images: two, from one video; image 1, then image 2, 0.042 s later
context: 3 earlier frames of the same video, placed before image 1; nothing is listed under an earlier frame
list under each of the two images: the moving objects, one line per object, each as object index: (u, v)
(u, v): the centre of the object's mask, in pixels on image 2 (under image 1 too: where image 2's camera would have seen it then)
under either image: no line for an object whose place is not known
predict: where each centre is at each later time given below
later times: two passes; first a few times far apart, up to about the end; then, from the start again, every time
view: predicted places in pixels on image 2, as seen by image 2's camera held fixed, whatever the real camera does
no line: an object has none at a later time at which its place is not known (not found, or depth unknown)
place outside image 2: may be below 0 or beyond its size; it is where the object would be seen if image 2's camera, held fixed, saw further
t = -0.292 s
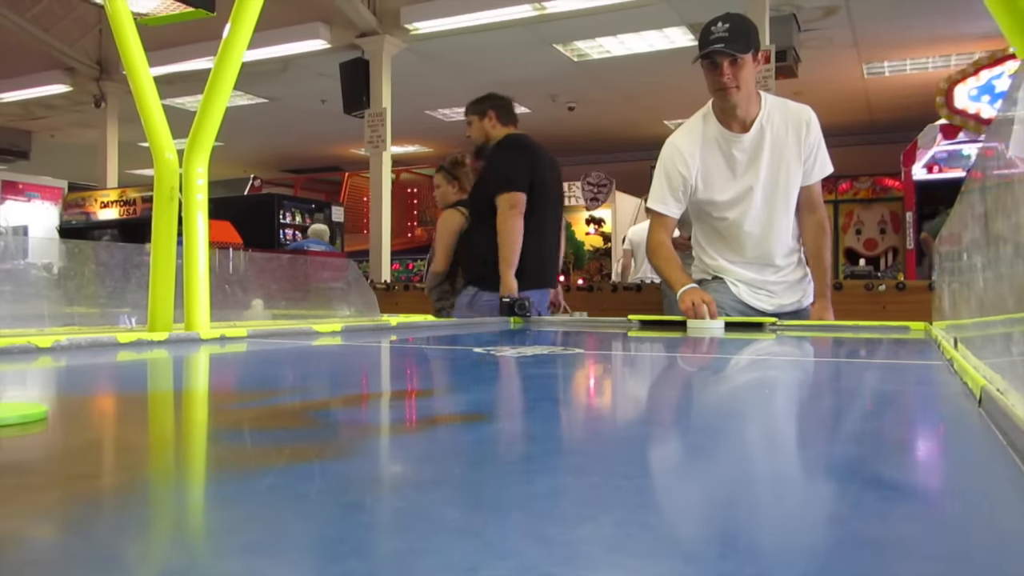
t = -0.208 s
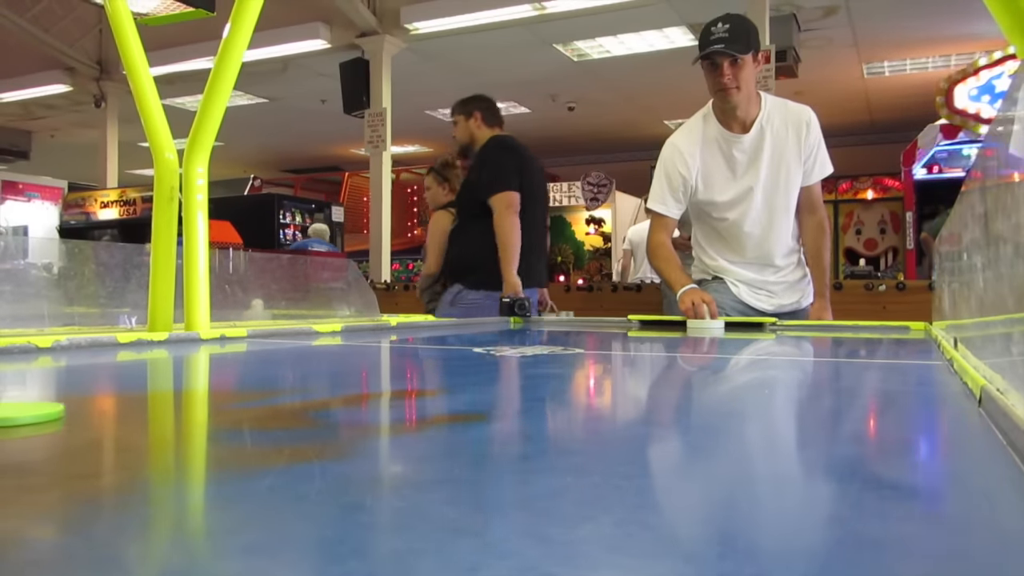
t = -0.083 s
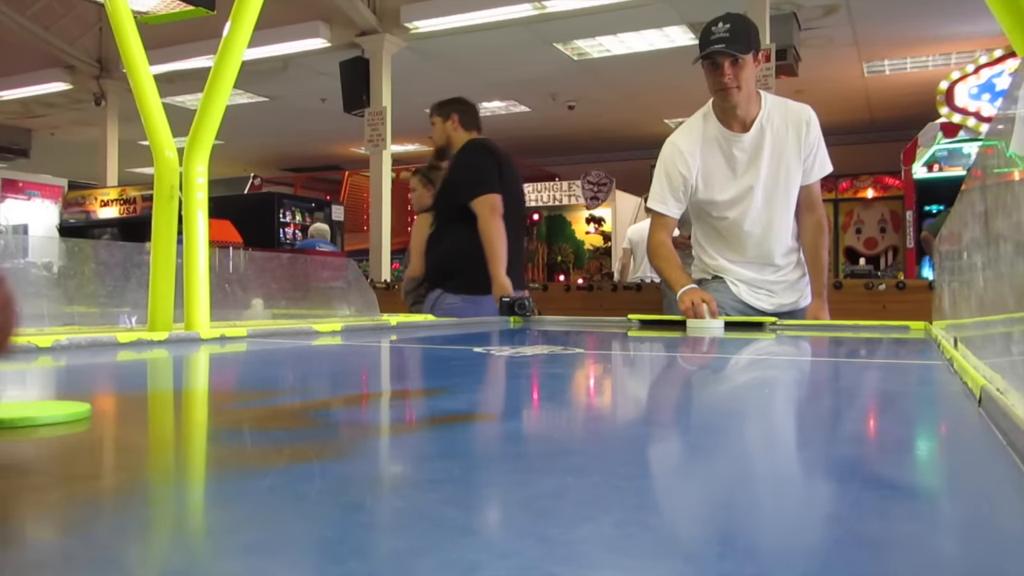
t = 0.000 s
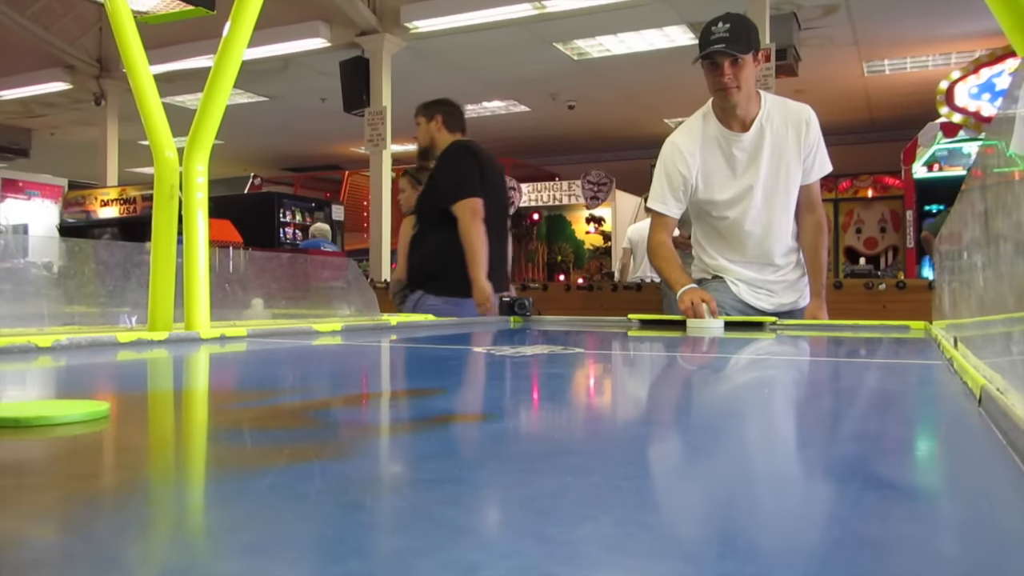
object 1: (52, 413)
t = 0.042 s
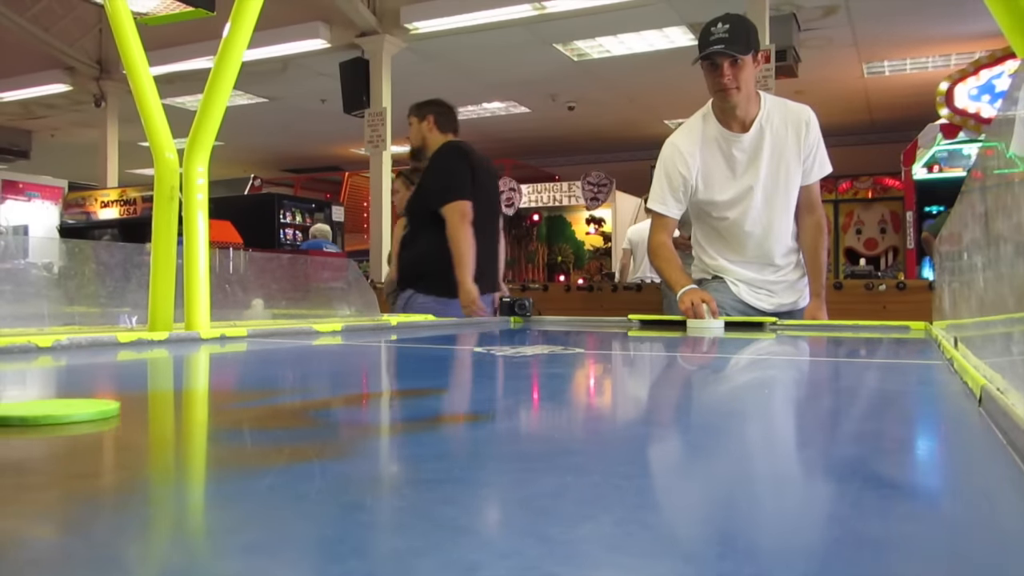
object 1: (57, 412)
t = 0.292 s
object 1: (114, 409)
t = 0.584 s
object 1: (198, 403)
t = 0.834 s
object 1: (269, 398)
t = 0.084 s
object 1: (63, 412)
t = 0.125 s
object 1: (70, 411)
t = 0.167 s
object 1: (80, 411)
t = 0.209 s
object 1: (92, 410)
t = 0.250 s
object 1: (104, 410)
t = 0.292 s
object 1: (114, 409)
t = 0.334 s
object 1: (126, 408)
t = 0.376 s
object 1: (138, 407)
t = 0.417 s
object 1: (150, 407)
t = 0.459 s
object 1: (161, 406)
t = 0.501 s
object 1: (174, 405)
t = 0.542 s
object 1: (186, 404)
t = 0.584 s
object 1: (198, 403)
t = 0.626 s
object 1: (210, 403)
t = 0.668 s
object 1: (222, 402)
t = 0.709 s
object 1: (234, 401)
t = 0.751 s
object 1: (246, 400)
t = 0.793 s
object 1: (259, 399)
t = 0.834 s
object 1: (269, 398)
